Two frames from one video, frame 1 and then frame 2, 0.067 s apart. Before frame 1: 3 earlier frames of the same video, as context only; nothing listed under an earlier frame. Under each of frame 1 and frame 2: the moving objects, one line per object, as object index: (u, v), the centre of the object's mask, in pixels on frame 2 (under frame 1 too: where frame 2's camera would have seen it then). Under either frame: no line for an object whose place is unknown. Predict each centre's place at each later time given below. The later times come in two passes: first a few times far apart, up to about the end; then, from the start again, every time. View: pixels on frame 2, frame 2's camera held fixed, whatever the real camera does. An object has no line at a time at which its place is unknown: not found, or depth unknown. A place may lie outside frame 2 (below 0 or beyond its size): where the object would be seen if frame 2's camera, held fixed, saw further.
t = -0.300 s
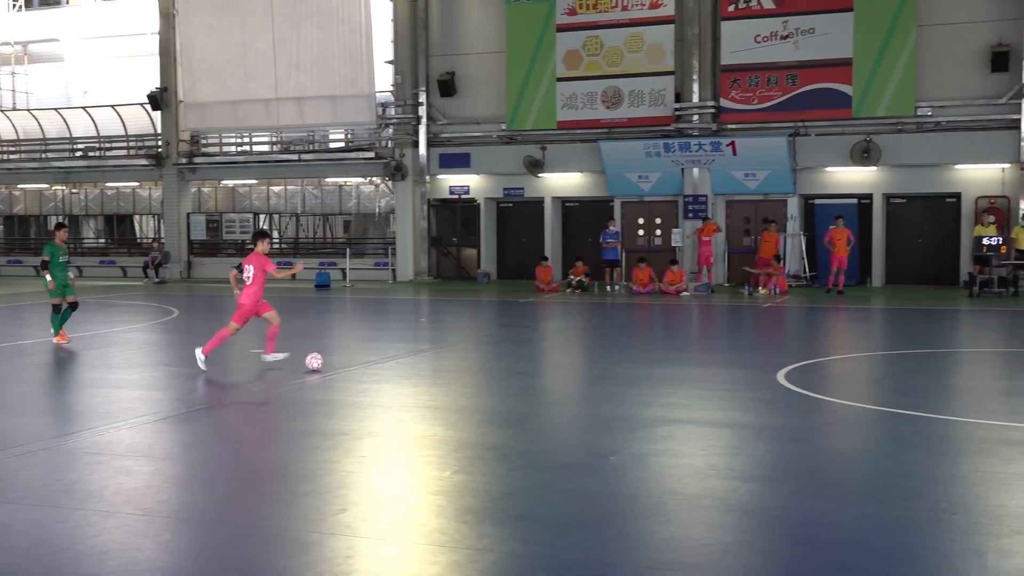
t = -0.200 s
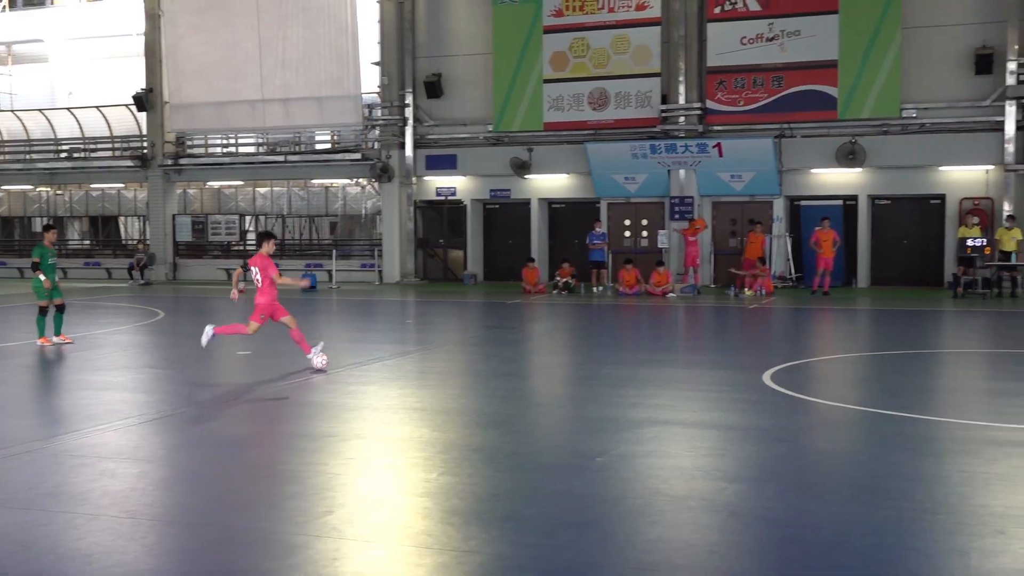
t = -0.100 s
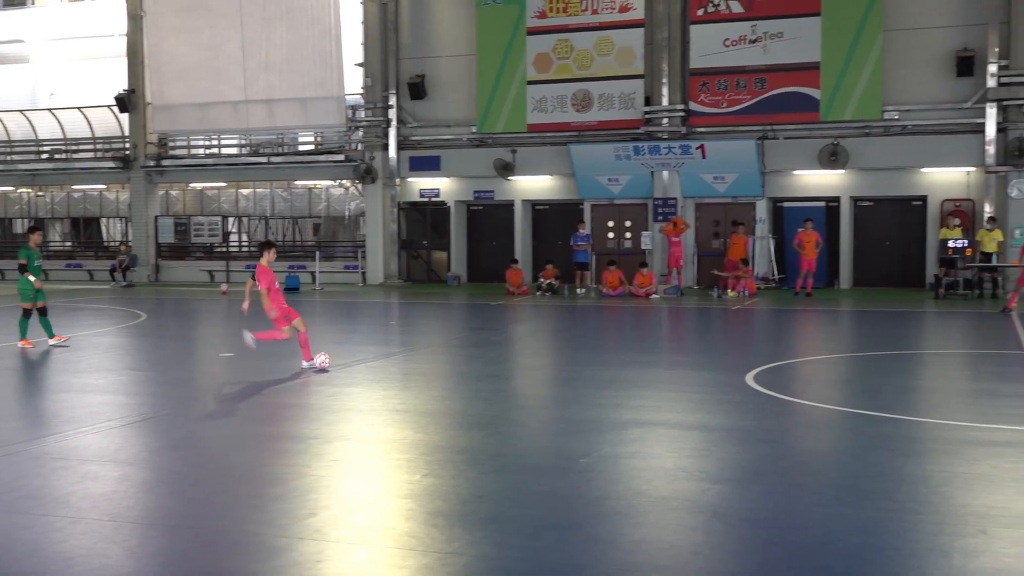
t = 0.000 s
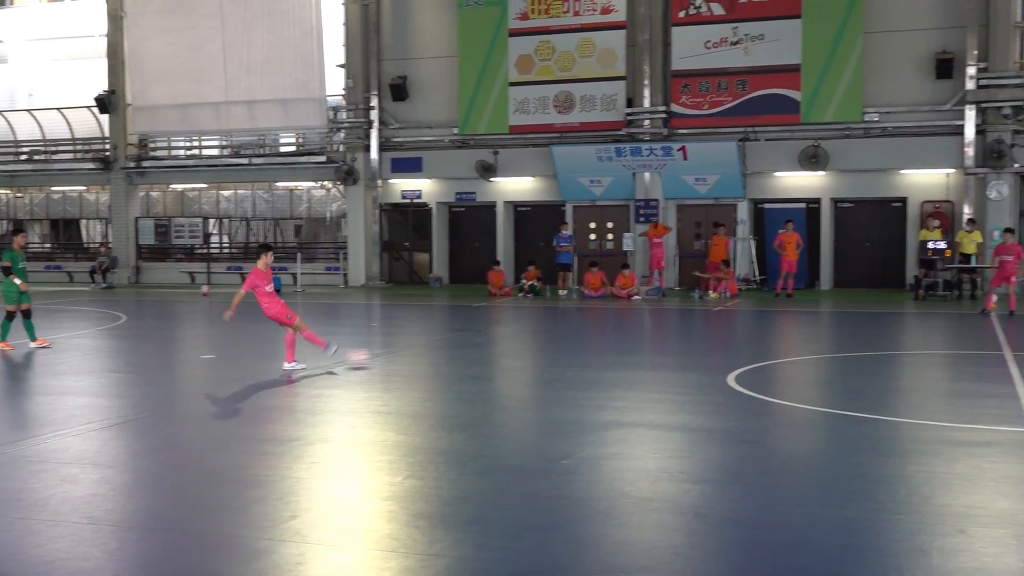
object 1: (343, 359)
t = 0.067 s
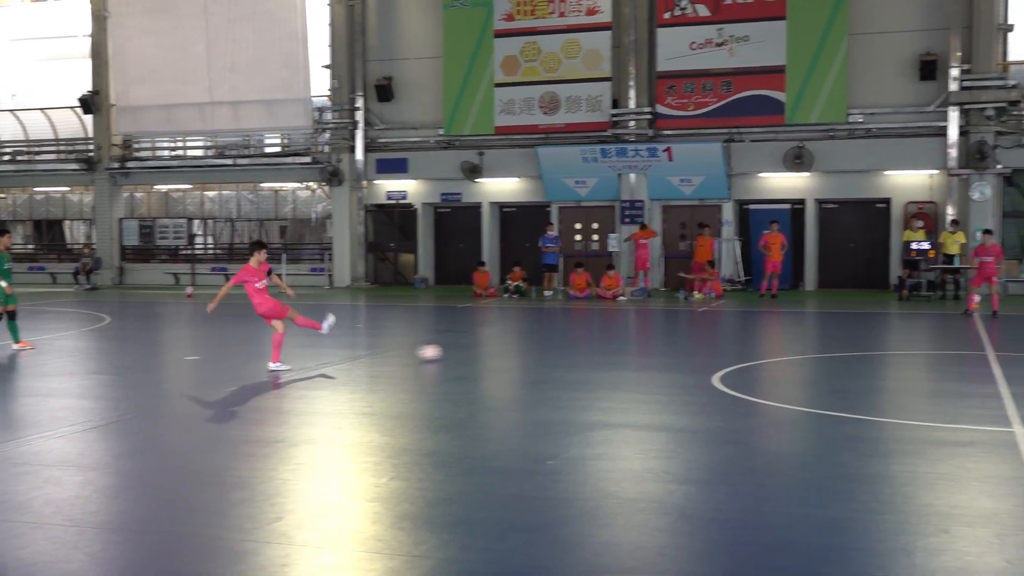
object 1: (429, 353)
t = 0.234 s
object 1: (604, 339)
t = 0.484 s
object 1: (792, 324)
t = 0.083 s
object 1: (449, 352)
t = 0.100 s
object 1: (468, 350)
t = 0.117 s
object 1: (487, 348)
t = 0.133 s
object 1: (506, 347)
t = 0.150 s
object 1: (523, 346)
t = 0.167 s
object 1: (541, 345)
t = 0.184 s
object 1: (557, 343)
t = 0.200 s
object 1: (574, 341)
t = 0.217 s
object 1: (589, 340)
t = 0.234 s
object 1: (604, 339)
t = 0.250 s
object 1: (619, 338)
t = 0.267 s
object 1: (634, 337)
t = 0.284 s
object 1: (648, 336)
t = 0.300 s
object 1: (662, 334)
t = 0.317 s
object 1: (675, 333)
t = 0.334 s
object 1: (688, 332)
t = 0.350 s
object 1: (701, 331)
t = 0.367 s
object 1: (714, 330)
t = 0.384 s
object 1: (726, 330)
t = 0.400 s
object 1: (738, 329)
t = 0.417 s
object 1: (749, 328)
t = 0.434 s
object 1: (760, 326)
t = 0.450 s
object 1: (771, 325)
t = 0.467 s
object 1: (781, 324)
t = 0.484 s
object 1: (792, 324)
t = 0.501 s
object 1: (803, 323)
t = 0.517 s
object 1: (813, 323)
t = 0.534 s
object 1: (823, 323)
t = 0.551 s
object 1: (832, 322)
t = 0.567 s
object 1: (842, 321)
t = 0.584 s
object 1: (851, 320)
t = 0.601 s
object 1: (860, 320)
